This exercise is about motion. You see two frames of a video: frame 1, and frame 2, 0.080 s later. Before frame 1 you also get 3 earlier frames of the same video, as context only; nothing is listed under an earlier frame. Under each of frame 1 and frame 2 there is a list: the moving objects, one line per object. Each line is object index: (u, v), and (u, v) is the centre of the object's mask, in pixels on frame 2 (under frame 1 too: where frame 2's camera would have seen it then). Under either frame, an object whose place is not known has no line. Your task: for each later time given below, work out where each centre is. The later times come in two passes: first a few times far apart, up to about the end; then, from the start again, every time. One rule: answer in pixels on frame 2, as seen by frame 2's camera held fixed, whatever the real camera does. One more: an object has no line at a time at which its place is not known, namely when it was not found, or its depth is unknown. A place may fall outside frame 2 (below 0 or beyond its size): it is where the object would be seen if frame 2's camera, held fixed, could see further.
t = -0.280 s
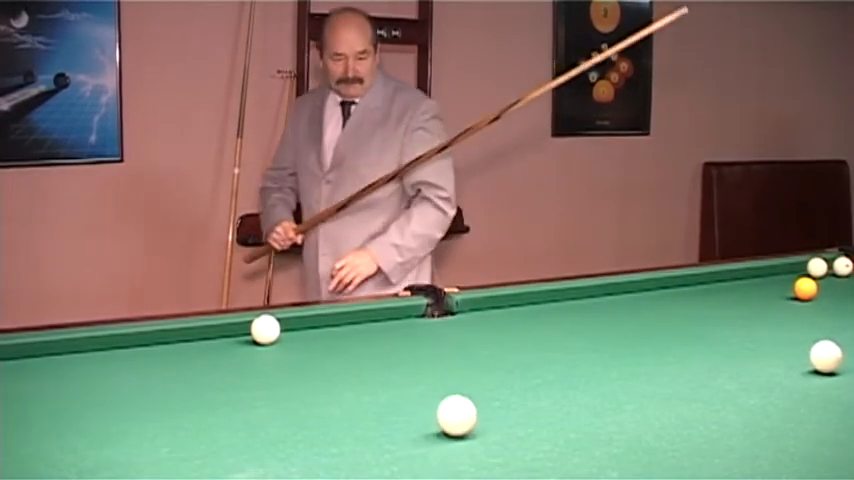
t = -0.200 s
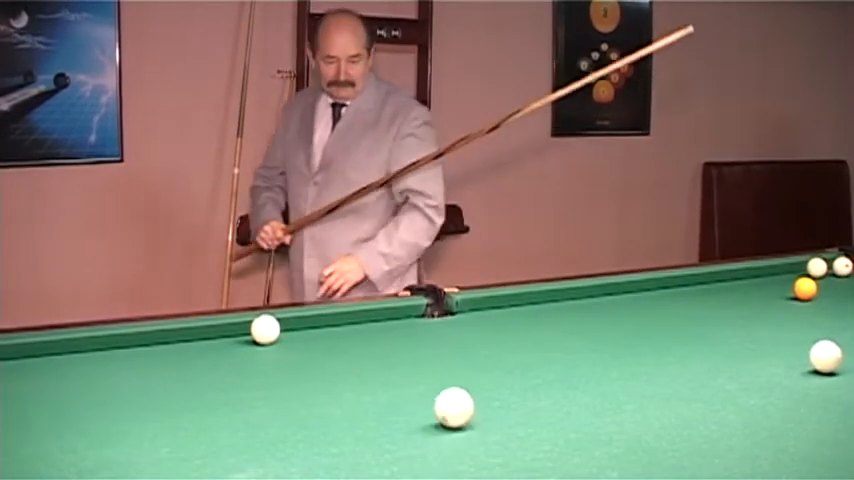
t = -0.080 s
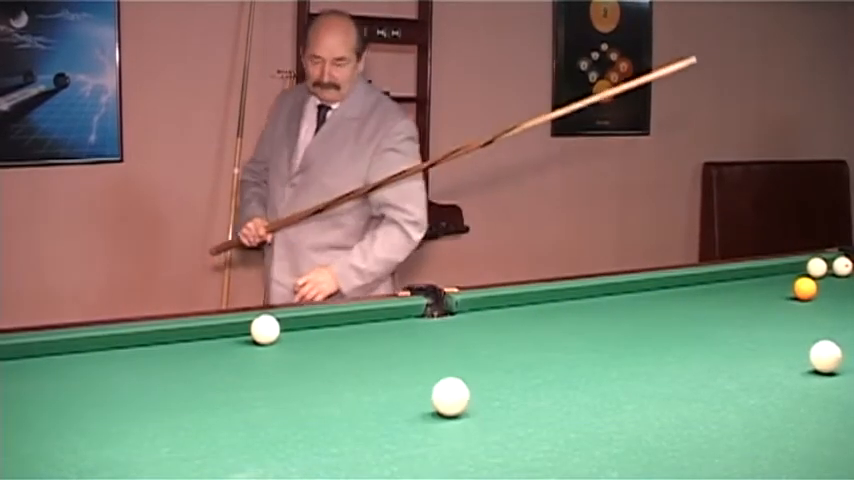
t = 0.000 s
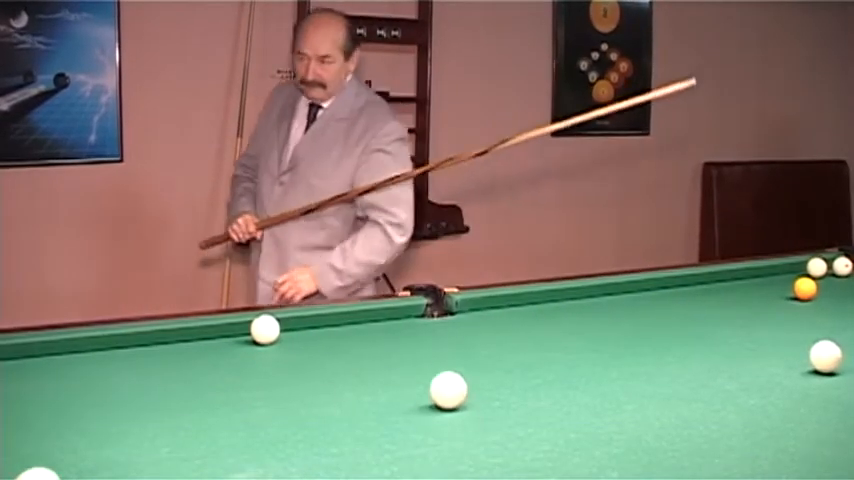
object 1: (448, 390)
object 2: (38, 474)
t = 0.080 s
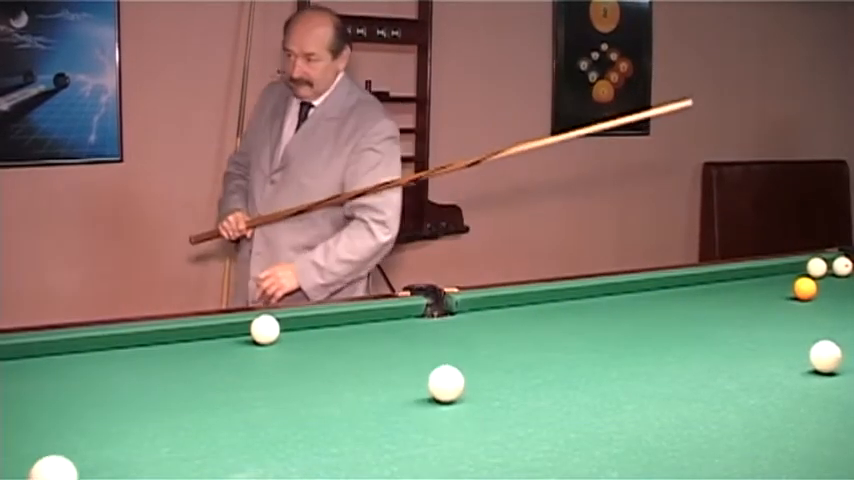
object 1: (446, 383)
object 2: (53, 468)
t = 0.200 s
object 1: (443, 374)
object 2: (74, 460)
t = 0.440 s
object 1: (439, 359)
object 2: (112, 433)
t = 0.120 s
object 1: (445, 380)
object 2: (60, 466)
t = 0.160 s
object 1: (444, 377)
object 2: (67, 463)
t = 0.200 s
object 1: (443, 374)
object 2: (74, 460)
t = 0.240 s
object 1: (442, 372)
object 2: (81, 456)
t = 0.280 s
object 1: (441, 369)
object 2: (87, 452)
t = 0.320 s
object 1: (441, 366)
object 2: (94, 447)
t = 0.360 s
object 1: (440, 364)
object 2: (100, 442)
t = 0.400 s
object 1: (440, 361)
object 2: (106, 437)
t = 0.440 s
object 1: (439, 359)
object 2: (112, 433)
